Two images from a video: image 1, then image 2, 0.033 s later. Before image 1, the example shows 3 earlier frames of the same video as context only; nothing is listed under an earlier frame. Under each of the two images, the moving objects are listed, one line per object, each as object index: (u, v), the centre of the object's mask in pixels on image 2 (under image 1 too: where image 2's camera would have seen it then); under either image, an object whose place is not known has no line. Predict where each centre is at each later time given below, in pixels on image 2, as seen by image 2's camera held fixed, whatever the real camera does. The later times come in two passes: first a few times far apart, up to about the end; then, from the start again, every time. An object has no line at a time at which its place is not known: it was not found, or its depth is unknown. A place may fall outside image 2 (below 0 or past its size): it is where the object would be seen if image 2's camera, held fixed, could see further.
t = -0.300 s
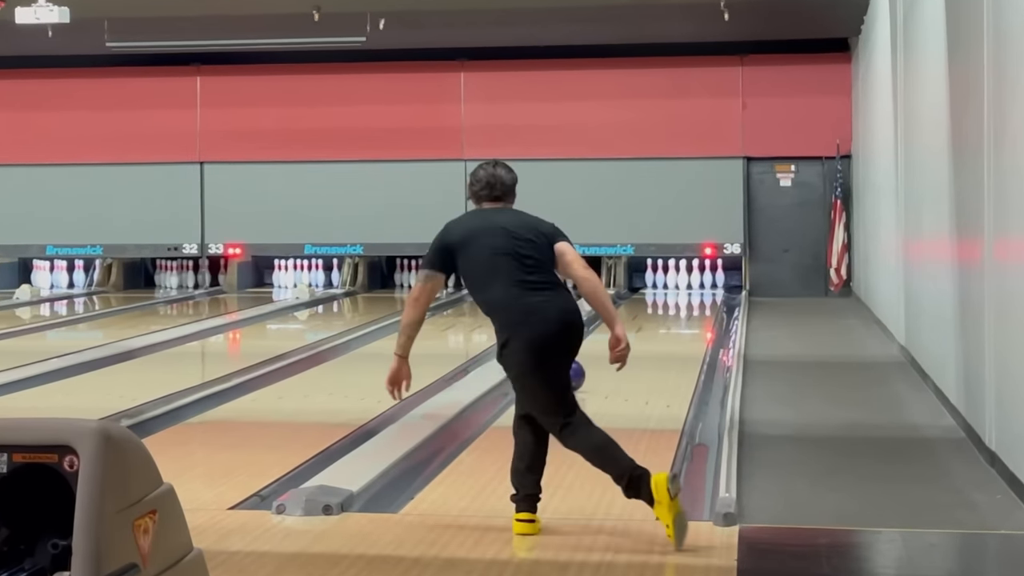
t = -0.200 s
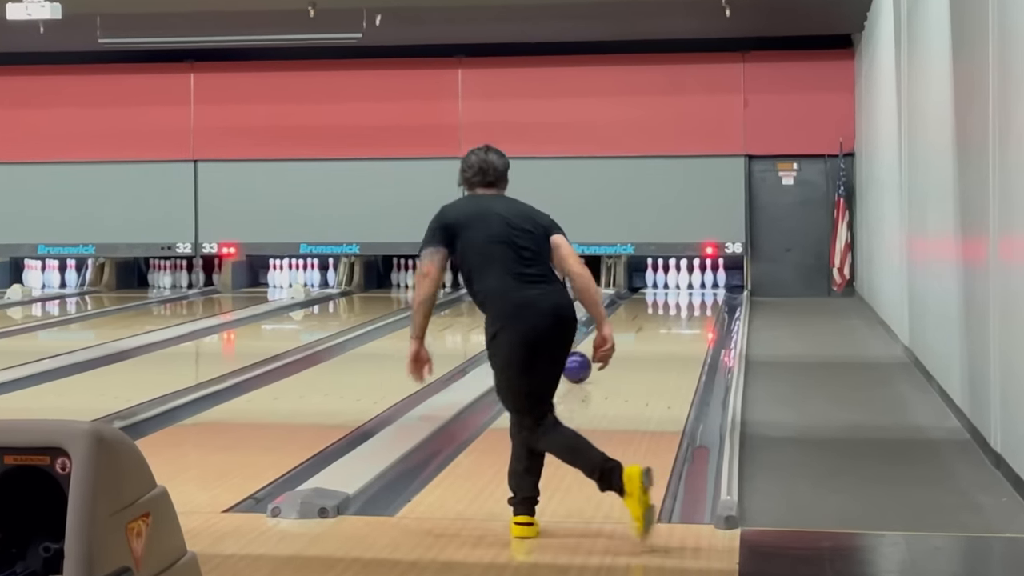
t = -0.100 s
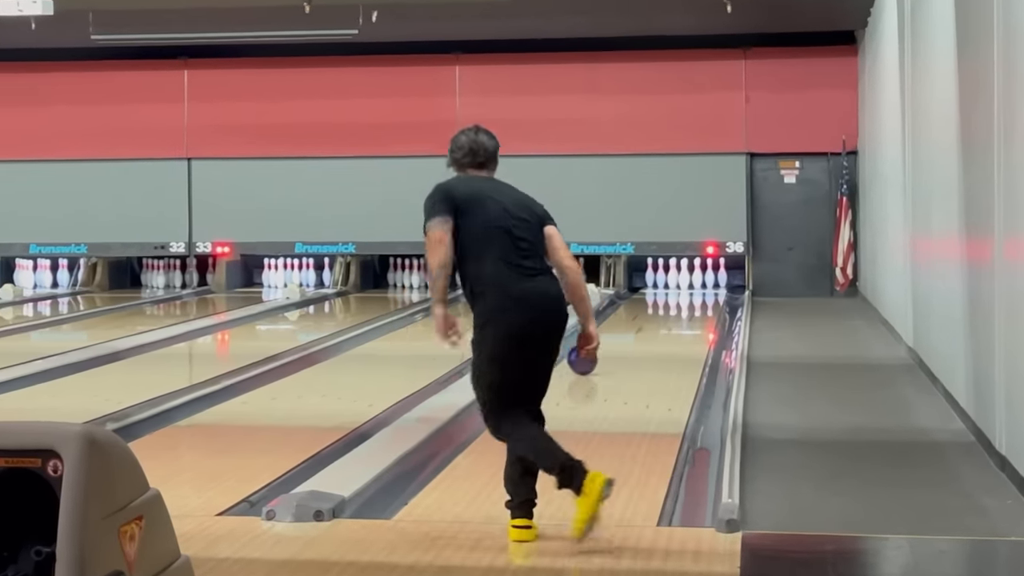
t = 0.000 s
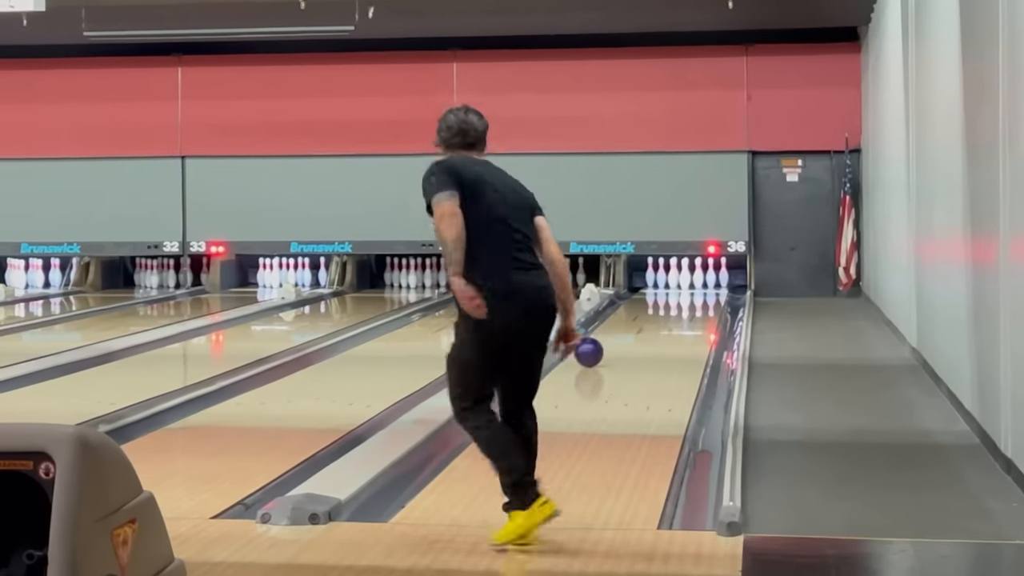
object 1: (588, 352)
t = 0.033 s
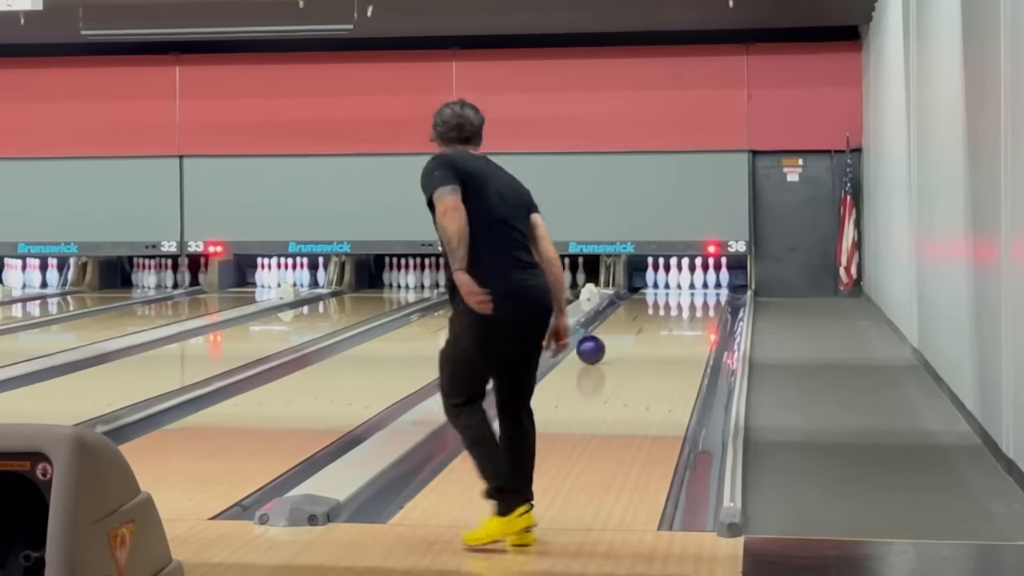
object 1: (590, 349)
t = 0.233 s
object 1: (603, 335)
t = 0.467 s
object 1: (615, 321)
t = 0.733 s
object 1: (629, 309)
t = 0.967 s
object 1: (640, 299)
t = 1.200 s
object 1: (651, 291)
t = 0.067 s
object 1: (592, 347)
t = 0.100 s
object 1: (594, 344)
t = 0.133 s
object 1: (596, 342)
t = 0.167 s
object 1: (599, 340)
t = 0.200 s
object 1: (601, 338)
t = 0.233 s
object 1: (603, 335)
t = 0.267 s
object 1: (604, 333)
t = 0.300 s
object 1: (606, 331)
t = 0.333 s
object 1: (608, 329)
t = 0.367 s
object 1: (610, 327)
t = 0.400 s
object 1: (612, 326)
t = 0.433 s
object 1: (614, 324)
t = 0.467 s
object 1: (615, 321)
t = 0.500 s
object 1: (617, 320)
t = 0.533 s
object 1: (619, 318)
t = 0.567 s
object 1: (621, 317)
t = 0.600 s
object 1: (622, 315)
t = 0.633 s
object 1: (624, 314)
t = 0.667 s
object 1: (626, 312)
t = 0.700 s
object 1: (627, 310)
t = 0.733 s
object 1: (629, 309)
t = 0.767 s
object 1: (631, 307)
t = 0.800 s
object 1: (632, 306)
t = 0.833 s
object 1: (634, 304)
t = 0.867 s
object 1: (635, 303)
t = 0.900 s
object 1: (637, 302)
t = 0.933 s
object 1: (638, 301)
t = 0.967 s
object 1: (640, 299)
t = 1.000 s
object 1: (641, 298)
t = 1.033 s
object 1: (643, 297)
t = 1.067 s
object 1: (644, 295)
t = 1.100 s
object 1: (646, 295)
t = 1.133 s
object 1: (648, 294)
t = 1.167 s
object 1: (650, 292)
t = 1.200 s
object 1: (651, 291)
